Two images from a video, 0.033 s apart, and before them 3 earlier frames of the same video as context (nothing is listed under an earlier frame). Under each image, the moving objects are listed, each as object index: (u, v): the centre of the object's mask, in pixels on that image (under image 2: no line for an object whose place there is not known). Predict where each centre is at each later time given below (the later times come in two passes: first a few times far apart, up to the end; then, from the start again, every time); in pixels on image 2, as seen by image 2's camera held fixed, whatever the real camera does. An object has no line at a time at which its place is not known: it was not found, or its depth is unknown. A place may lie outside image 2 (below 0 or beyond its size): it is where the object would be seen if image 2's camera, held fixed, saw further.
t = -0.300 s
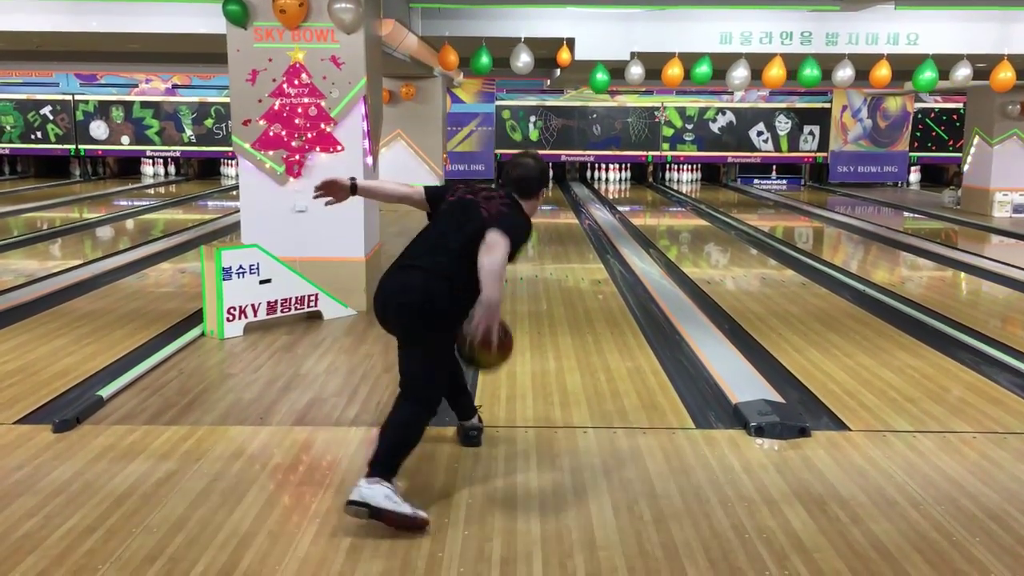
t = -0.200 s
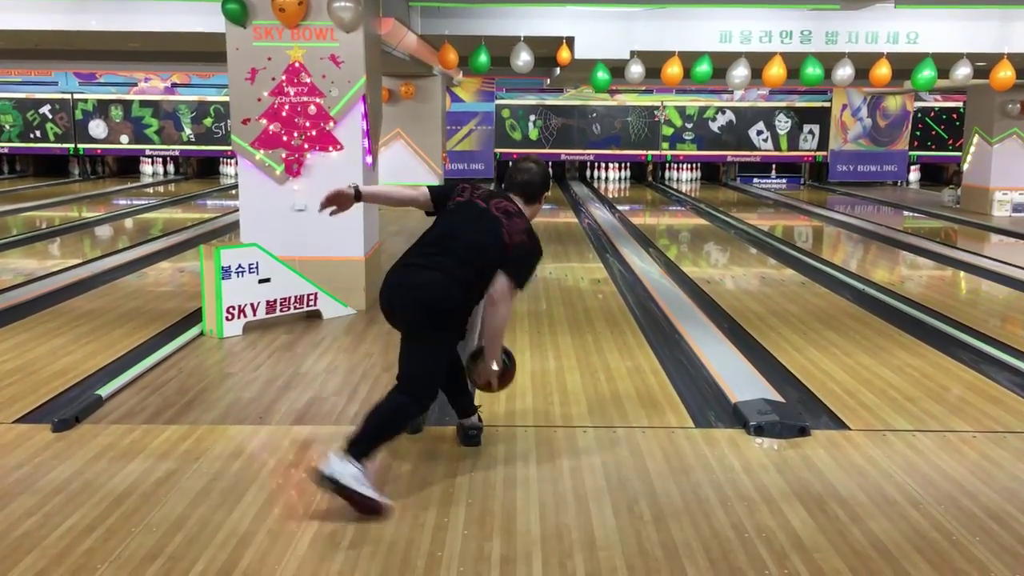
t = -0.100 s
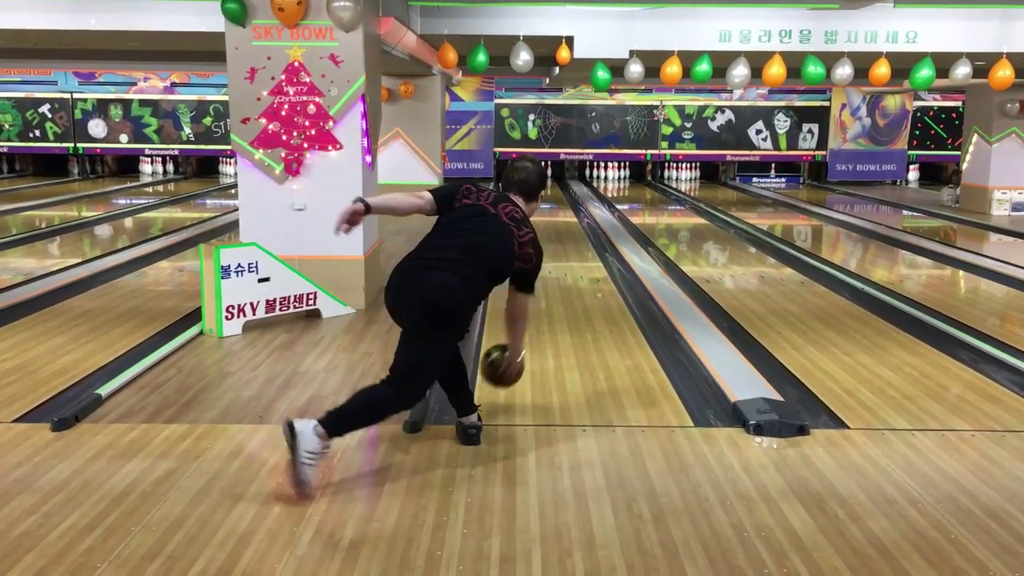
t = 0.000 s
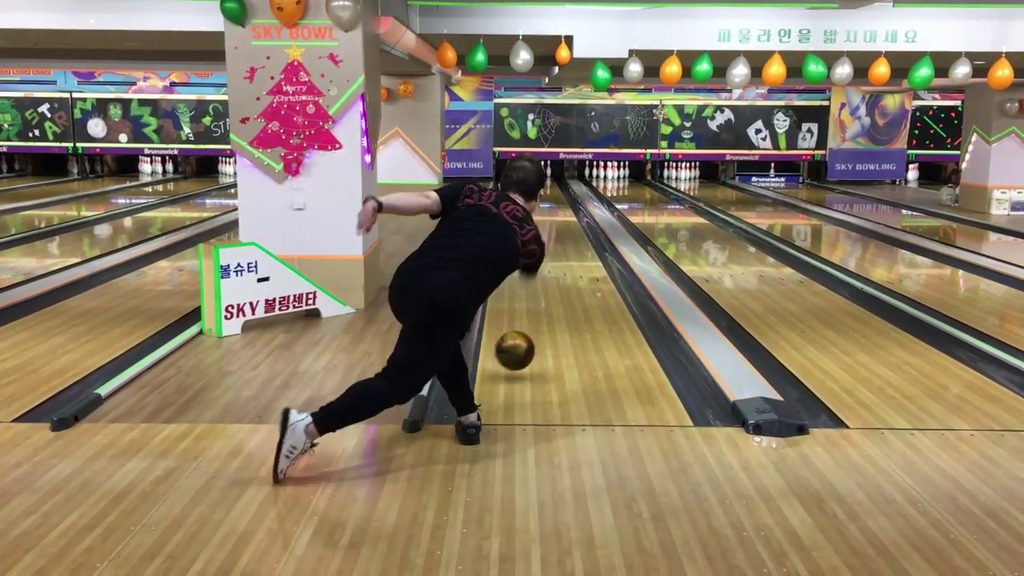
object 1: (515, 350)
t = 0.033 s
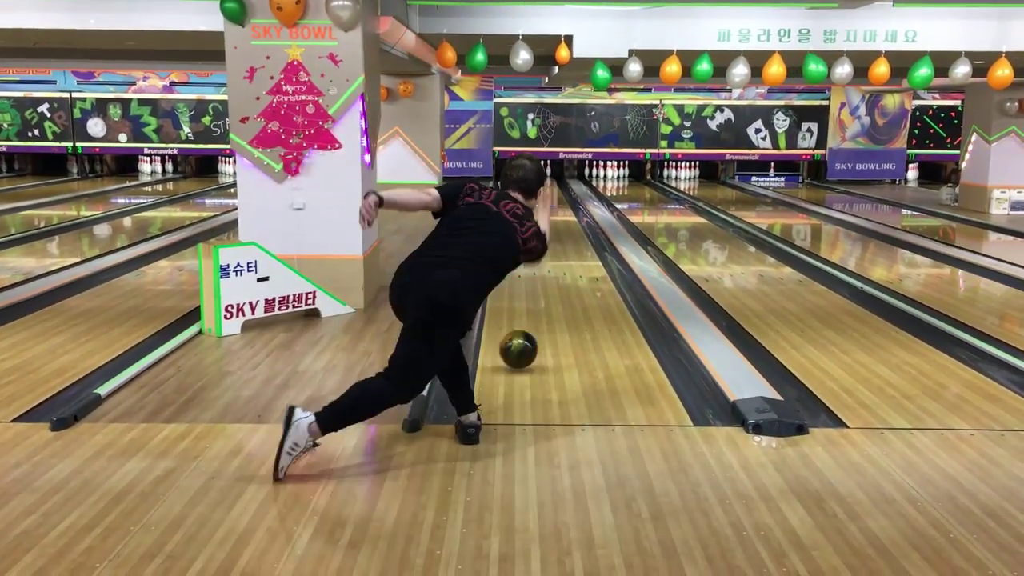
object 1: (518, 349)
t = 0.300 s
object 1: (541, 305)
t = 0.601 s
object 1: (555, 269)
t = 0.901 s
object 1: (564, 245)
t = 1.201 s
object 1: (569, 227)
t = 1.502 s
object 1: (571, 214)
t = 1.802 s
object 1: (568, 204)
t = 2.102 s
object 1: (562, 196)
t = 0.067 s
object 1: (522, 346)
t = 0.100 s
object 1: (525, 338)
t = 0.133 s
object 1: (528, 332)
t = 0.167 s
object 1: (531, 326)
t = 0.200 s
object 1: (533, 320)
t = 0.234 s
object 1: (536, 315)
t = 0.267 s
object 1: (539, 310)
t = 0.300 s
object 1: (541, 305)
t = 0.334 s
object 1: (543, 300)
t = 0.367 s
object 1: (545, 295)
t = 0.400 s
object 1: (547, 291)
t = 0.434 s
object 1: (548, 287)
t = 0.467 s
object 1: (550, 283)
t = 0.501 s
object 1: (552, 279)
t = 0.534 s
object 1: (553, 276)
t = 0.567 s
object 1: (554, 272)
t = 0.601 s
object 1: (555, 269)
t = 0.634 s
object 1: (556, 266)
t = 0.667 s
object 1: (558, 263)
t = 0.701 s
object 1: (559, 260)
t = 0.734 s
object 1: (560, 257)
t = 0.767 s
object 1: (561, 255)
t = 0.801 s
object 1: (562, 252)
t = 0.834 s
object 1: (562, 249)
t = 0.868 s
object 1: (563, 247)
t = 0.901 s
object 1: (564, 245)
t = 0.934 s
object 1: (565, 243)
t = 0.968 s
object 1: (565, 241)
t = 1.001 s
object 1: (566, 238)
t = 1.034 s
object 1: (567, 236)
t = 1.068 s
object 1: (567, 234)
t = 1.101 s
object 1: (567, 232)
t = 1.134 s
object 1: (568, 230)
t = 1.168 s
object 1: (569, 229)
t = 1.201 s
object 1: (569, 227)
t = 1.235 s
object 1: (569, 226)
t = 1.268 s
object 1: (570, 224)
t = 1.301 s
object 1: (570, 222)
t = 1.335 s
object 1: (570, 221)
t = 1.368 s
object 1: (570, 219)
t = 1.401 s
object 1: (570, 218)
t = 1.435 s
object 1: (571, 216)
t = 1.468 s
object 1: (571, 215)
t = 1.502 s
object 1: (571, 214)
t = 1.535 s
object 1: (571, 212)
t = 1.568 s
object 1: (571, 211)
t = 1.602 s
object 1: (570, 210)
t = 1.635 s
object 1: (570, 209)
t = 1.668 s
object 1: (570, 207)
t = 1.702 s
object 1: (570, 206)
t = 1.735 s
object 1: (570, 205)
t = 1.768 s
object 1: (569, 204)
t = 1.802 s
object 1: (568, 204)
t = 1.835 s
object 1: (568, 202)
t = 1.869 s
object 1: (568, 202)
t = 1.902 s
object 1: (567, 201)
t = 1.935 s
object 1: (566, 201)
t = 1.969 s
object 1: (565, 199)
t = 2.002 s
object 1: (565, 197)
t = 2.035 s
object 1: (565, 197)
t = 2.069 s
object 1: (564, 196)
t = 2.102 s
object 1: (562, 196)
